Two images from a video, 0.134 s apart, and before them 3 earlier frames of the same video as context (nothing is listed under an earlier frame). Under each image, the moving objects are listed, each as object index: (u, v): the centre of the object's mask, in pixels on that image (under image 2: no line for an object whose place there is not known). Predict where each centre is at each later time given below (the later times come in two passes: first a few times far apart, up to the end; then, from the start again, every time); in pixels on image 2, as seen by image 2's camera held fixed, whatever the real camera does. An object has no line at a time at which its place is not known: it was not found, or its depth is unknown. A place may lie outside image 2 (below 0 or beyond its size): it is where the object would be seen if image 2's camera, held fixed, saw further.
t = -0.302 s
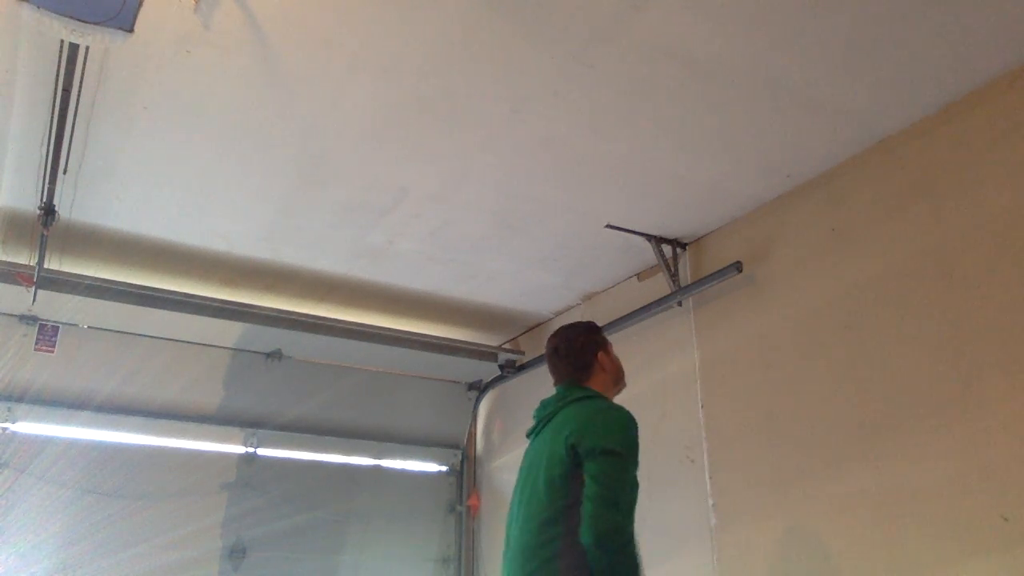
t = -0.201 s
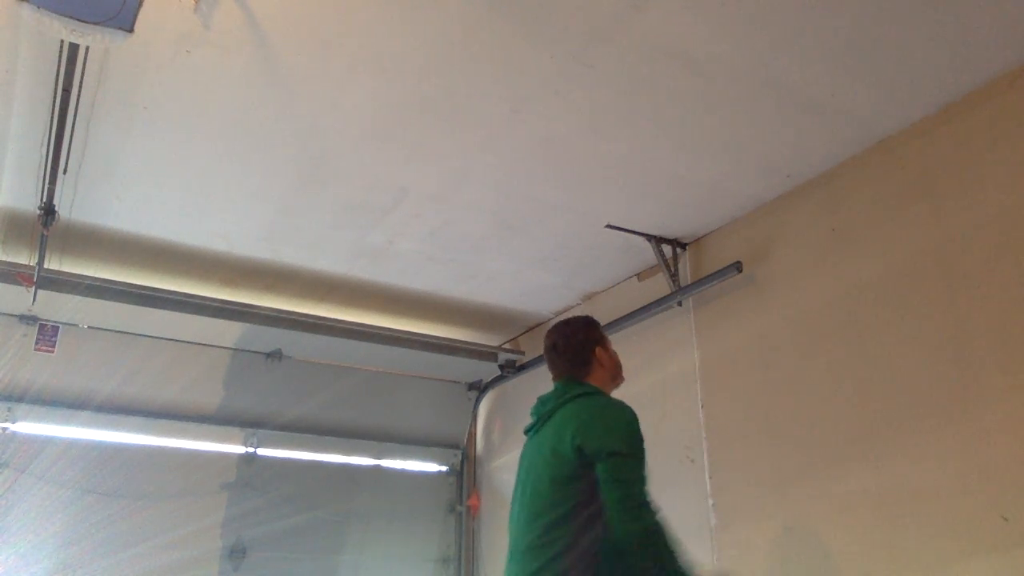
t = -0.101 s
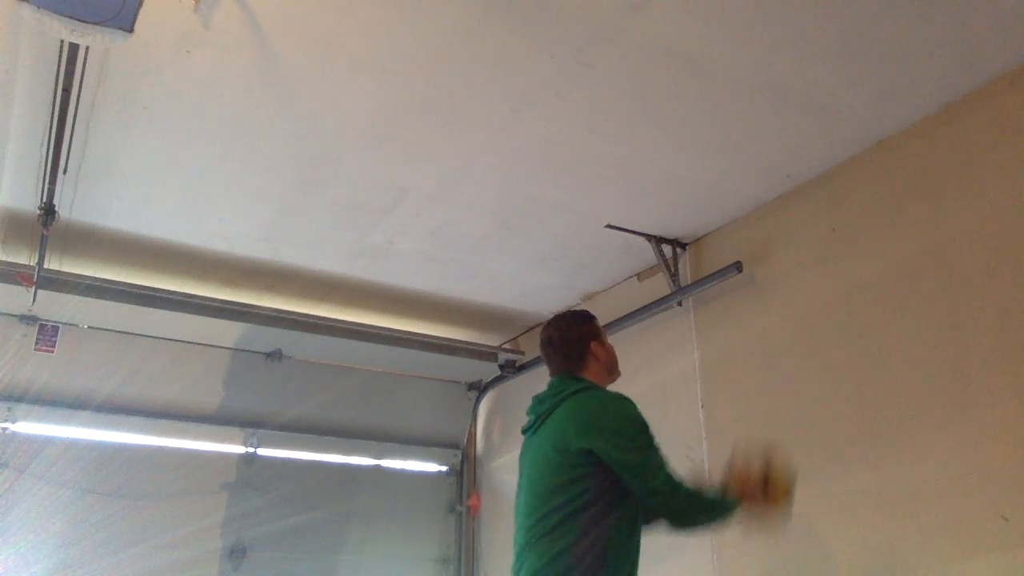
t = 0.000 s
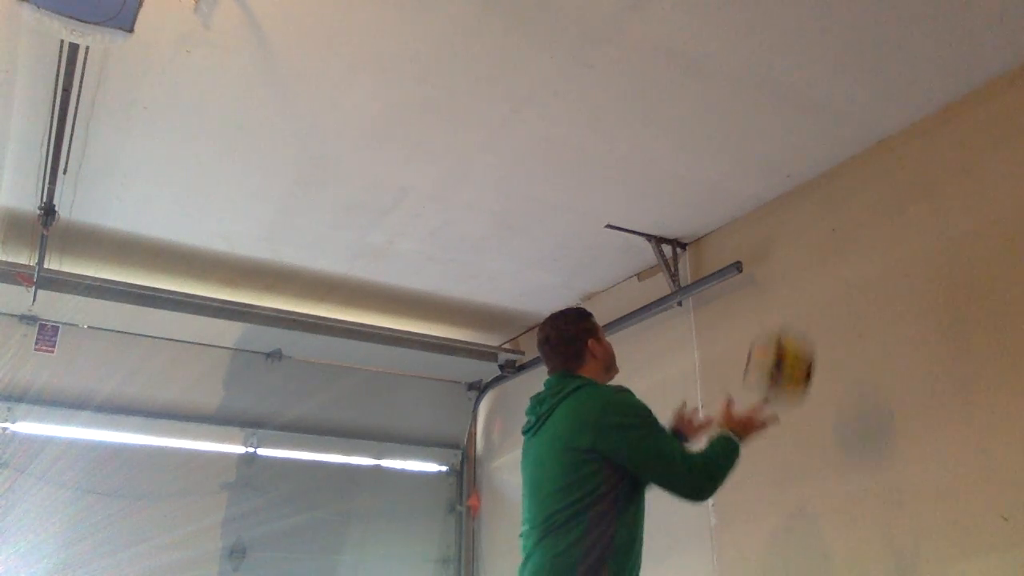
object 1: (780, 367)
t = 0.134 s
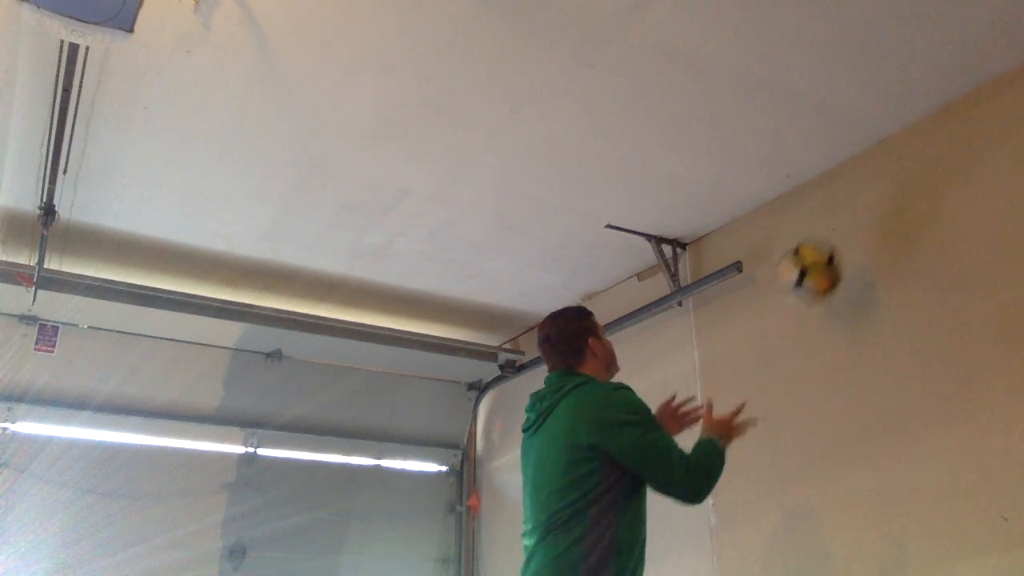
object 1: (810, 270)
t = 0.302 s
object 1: (805, 224)
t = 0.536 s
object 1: (732, 274)
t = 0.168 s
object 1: (817, 256)
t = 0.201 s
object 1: (824, 244)
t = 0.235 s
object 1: (831, 236)
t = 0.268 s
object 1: (820, 229)
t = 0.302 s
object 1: (805, 224)
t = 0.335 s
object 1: (794, 224)
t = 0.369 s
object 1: (783, 224)
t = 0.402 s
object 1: (773, 227)
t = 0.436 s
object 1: (763, 235)
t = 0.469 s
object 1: (753, 245)
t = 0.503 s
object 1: (743, 257)
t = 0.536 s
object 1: (732, 274)
